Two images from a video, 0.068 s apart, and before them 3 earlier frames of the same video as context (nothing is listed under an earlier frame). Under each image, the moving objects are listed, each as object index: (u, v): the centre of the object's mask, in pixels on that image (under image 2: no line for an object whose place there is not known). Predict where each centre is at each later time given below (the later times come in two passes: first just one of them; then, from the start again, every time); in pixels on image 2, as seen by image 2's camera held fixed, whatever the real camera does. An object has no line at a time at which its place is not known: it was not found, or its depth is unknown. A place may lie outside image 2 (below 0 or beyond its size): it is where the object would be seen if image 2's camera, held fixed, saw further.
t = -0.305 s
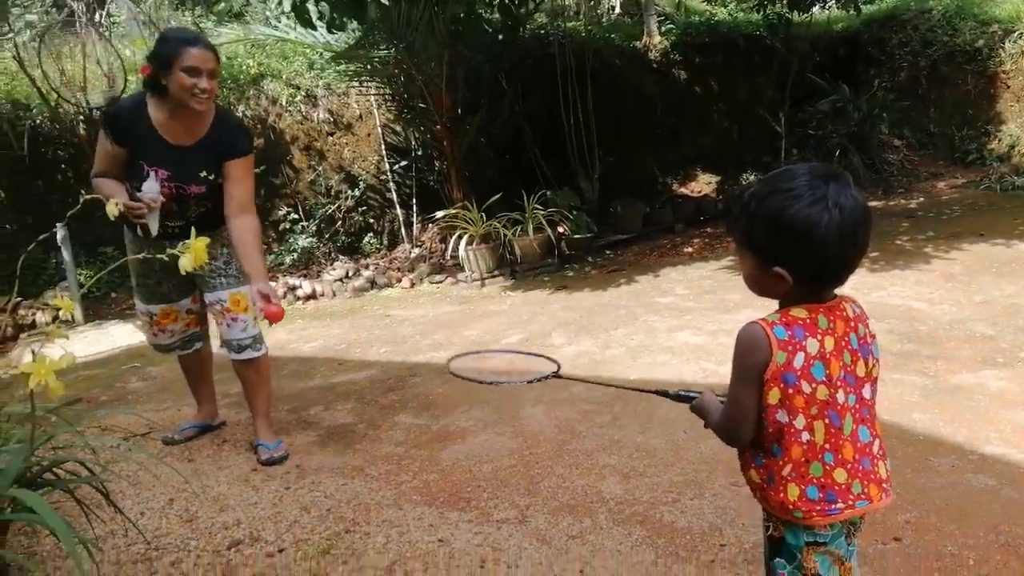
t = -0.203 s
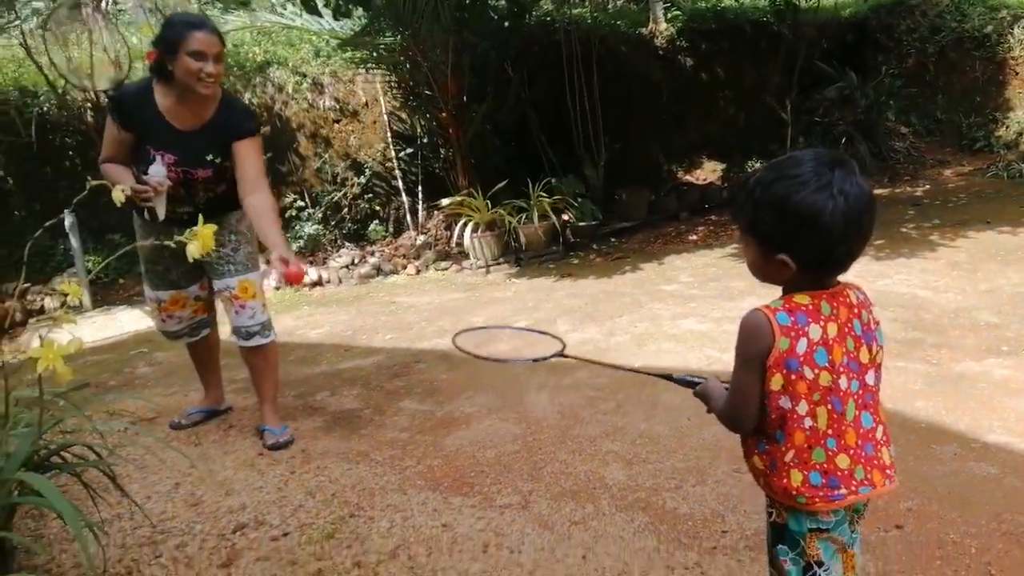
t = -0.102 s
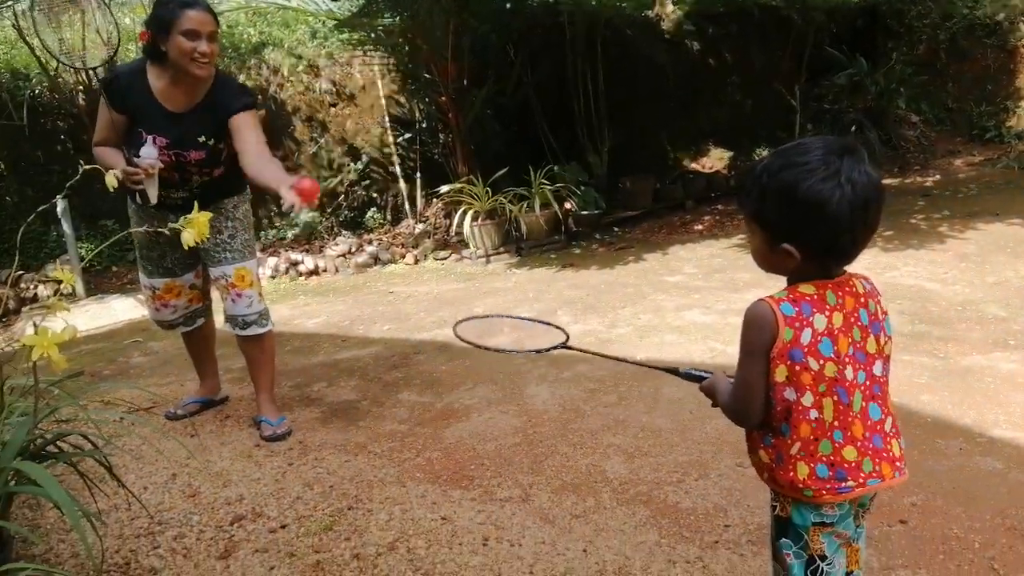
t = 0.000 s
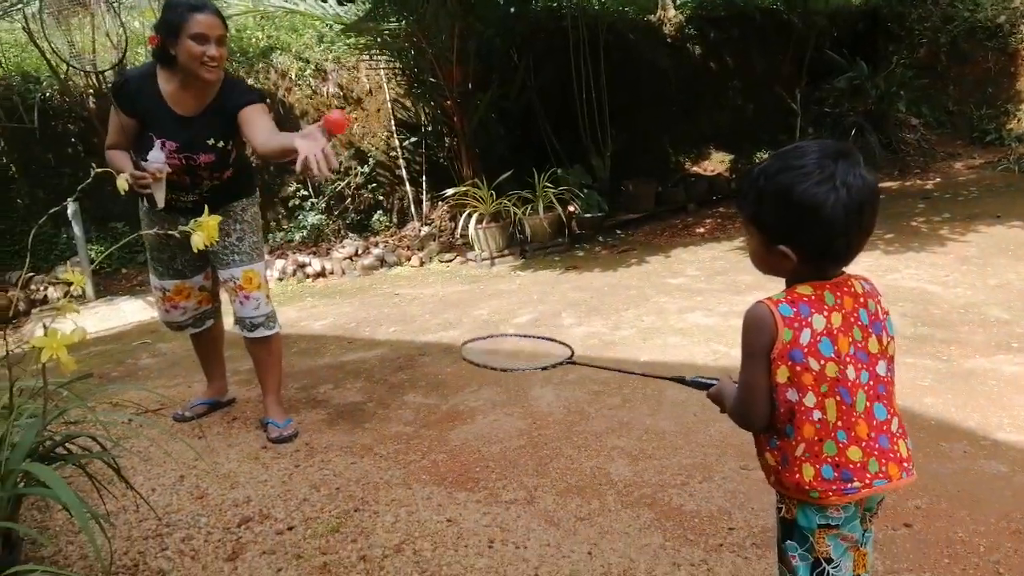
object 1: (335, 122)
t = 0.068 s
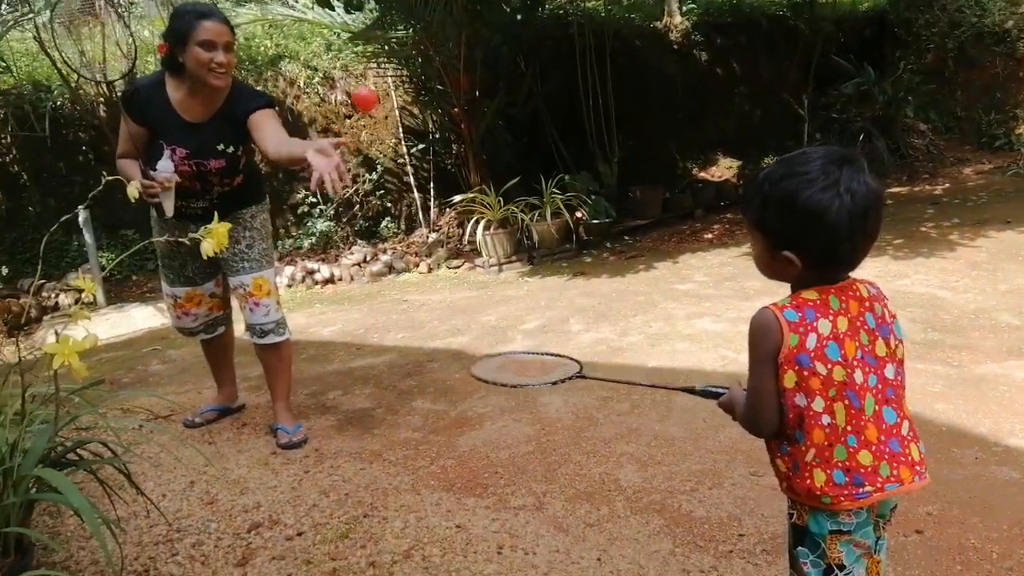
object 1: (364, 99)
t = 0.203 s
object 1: (422, 91)
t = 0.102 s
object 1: (377, 88)
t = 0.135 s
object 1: (391, 84)
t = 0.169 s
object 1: (406, 85)
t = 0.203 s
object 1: (422, 91)
